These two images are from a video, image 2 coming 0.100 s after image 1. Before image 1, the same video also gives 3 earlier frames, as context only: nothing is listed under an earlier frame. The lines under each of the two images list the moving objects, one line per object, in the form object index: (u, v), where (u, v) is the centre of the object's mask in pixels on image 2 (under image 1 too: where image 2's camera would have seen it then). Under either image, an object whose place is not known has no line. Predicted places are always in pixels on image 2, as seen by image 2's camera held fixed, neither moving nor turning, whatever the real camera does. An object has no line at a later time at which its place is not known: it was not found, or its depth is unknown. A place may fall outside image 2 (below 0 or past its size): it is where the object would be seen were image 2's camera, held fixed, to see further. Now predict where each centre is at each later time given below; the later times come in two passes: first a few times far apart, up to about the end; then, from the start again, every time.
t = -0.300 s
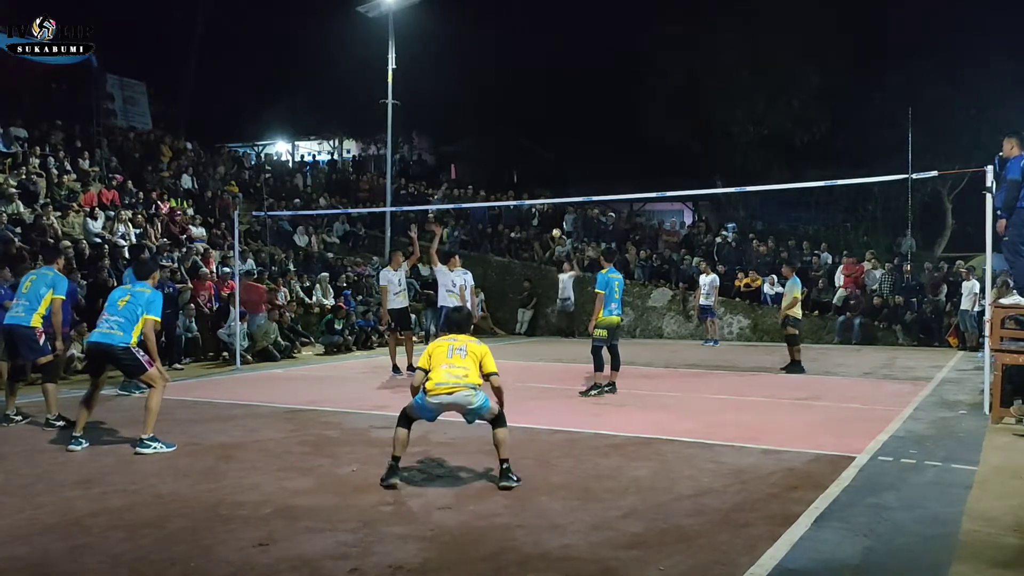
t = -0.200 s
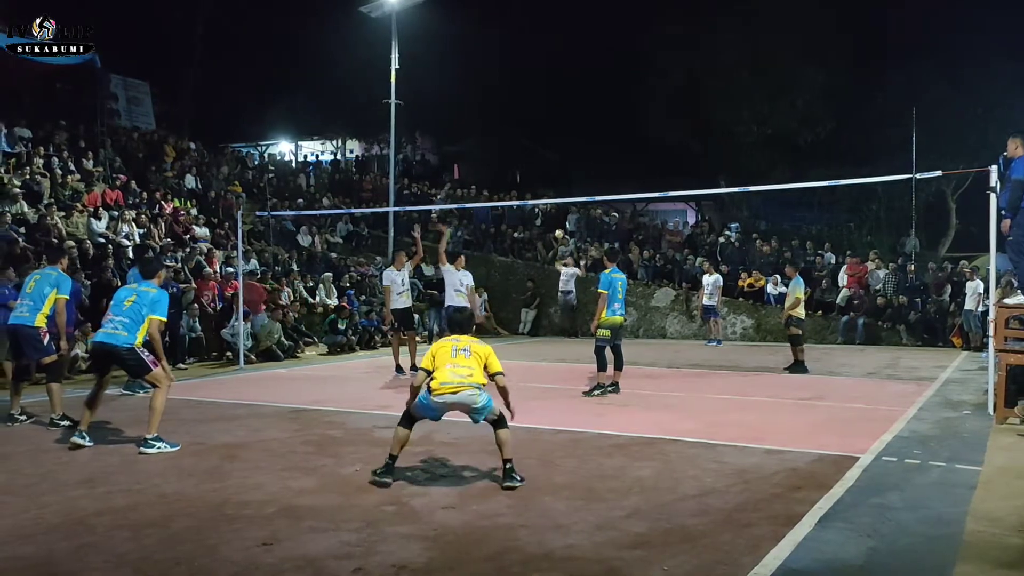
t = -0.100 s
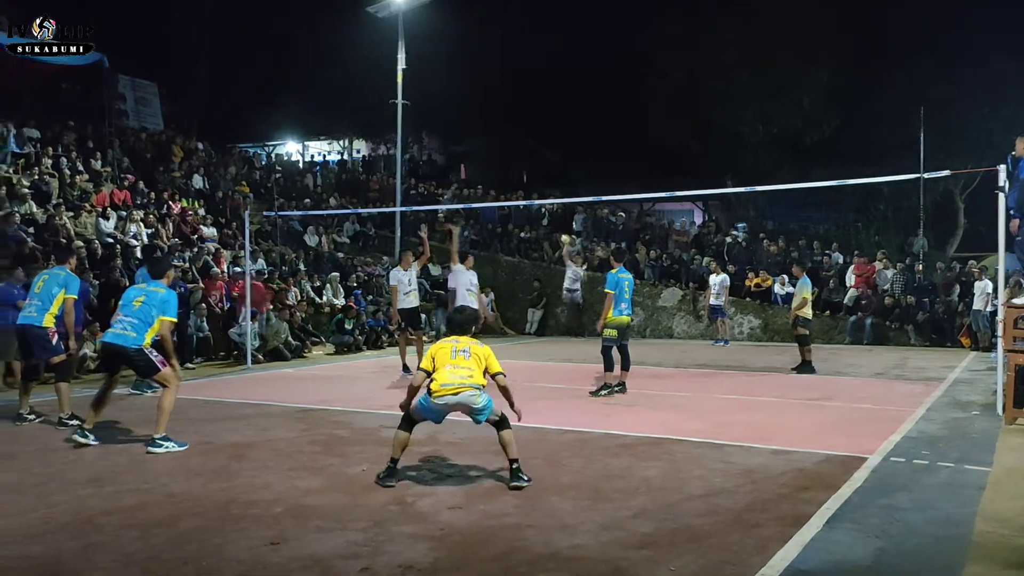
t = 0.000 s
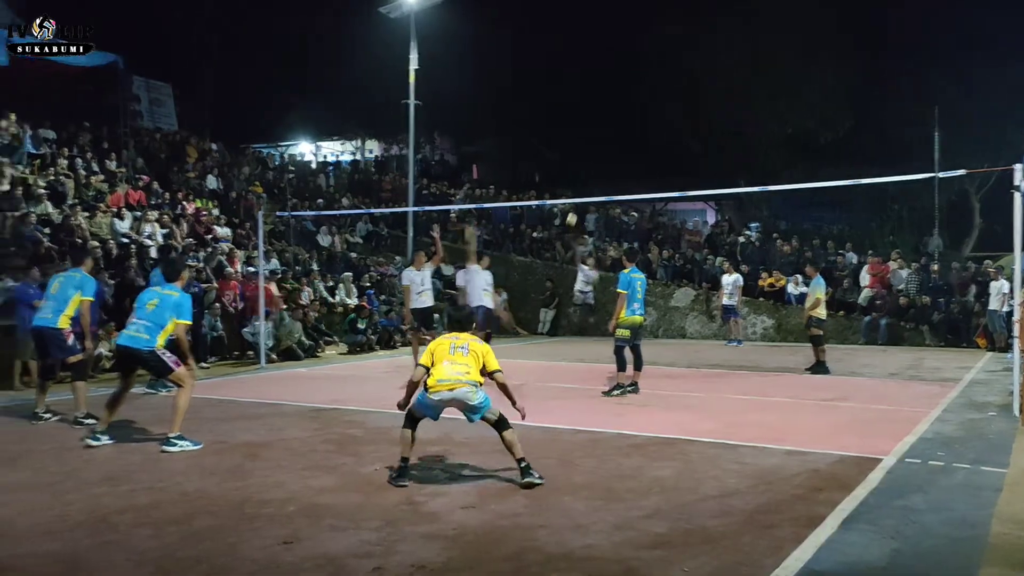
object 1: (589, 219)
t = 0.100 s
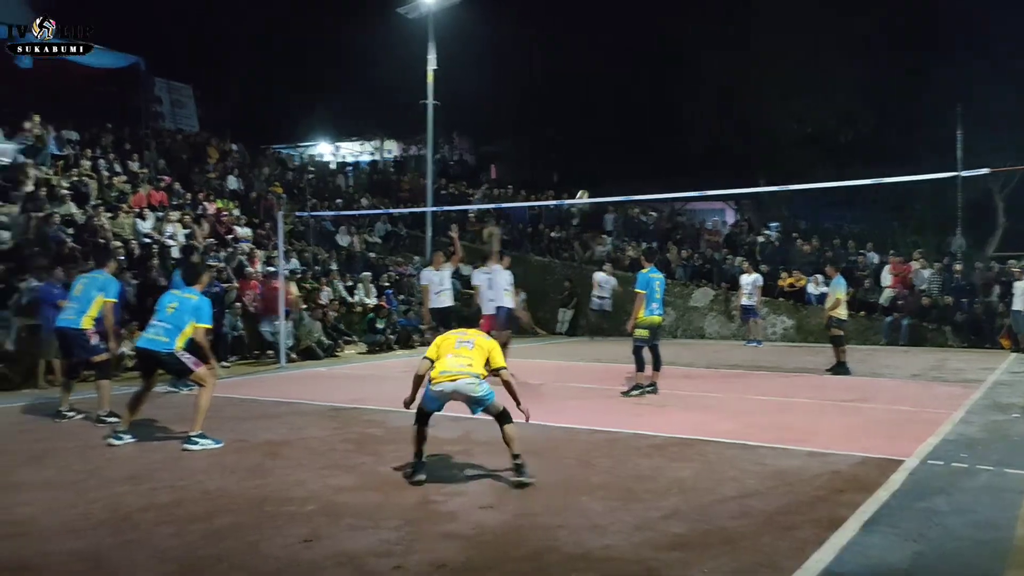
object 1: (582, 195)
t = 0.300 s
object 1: (563, 158)
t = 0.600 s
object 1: (517, 115)
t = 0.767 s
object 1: (473, 113)
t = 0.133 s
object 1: (579, 190)
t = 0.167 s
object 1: (576, 183)
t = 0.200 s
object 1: (573, 177)
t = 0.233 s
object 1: (570, 170)
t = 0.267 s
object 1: (567, 164)
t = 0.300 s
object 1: (563, 158)
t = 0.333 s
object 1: (560, 151)
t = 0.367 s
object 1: (556, 145)
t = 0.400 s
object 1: (552, 139)
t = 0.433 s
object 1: (548, 134)
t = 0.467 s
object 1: (543, 129)
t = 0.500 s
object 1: (537, 124)
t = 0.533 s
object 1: (531, 120)
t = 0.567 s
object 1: (524, 117)
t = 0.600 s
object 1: (517, 115)
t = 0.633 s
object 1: (510, 113)
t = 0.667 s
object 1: (502, 112)
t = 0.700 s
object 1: (493, 111)
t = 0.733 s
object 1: (484, 111)
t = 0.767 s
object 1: (473, 113)
